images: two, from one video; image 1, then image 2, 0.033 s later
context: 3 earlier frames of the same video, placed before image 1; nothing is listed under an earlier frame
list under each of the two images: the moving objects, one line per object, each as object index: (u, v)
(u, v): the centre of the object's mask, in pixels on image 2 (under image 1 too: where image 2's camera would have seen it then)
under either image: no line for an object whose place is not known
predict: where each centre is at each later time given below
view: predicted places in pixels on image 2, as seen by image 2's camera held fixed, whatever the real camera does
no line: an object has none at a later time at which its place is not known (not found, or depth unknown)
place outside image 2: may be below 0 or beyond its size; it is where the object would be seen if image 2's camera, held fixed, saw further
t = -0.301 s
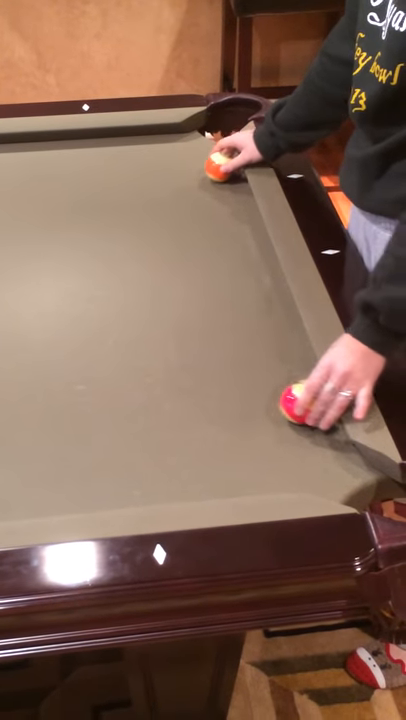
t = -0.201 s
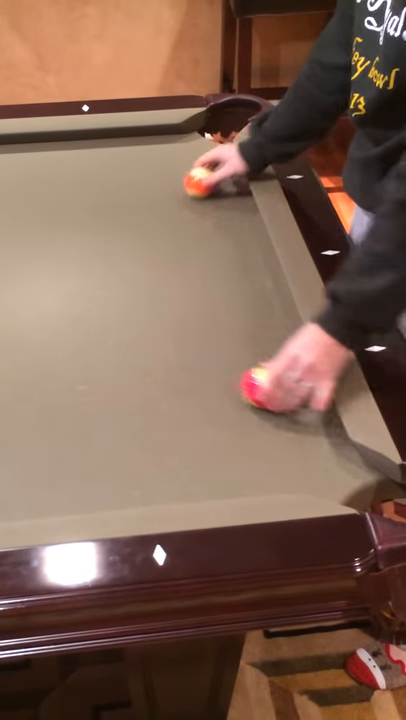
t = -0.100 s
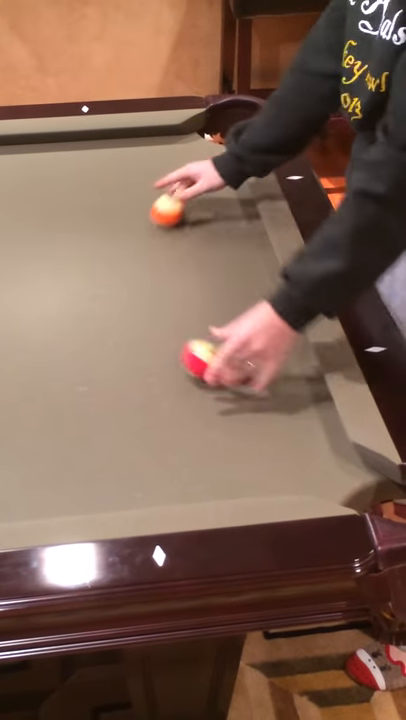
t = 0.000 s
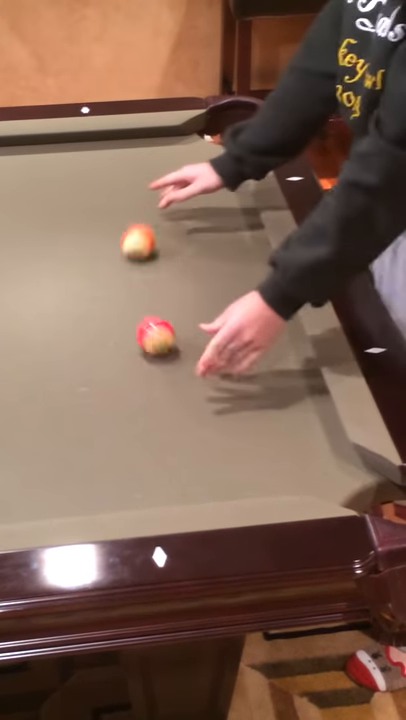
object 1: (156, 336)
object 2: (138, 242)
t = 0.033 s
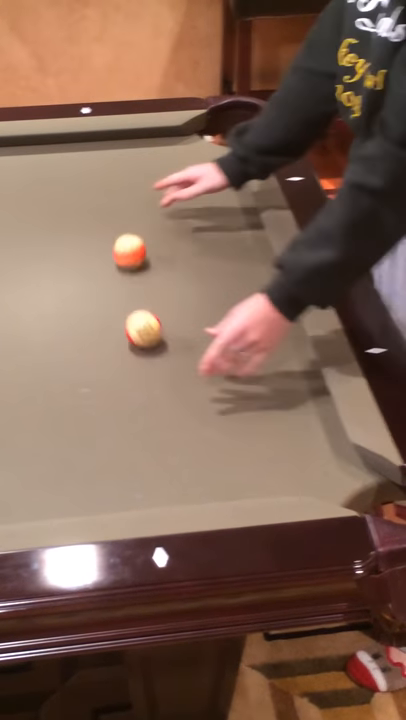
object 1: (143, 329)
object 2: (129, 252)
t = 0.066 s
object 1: (130, 322)
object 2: (121, 261)
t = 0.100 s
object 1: (119, 316)
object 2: (112, 270)
